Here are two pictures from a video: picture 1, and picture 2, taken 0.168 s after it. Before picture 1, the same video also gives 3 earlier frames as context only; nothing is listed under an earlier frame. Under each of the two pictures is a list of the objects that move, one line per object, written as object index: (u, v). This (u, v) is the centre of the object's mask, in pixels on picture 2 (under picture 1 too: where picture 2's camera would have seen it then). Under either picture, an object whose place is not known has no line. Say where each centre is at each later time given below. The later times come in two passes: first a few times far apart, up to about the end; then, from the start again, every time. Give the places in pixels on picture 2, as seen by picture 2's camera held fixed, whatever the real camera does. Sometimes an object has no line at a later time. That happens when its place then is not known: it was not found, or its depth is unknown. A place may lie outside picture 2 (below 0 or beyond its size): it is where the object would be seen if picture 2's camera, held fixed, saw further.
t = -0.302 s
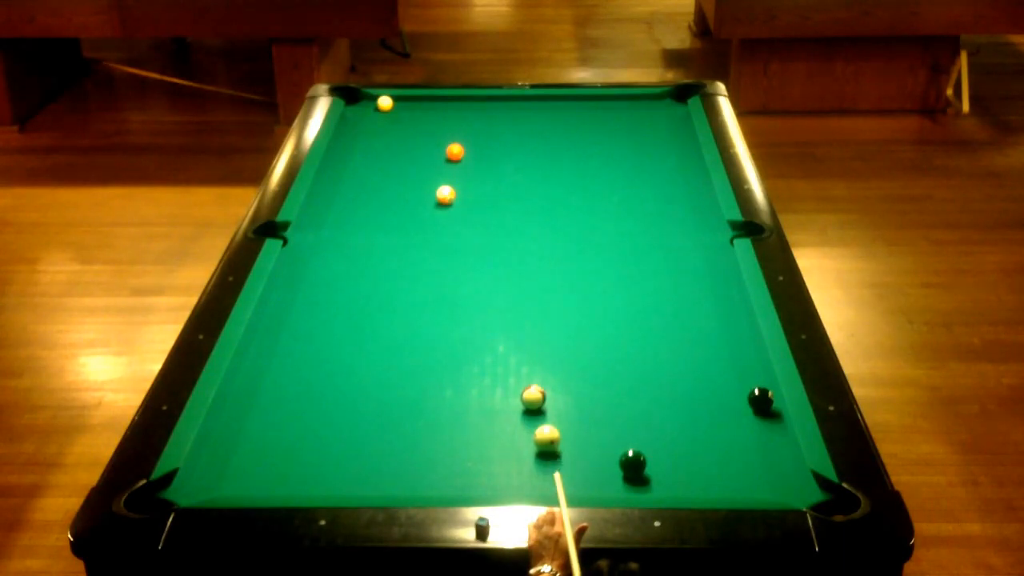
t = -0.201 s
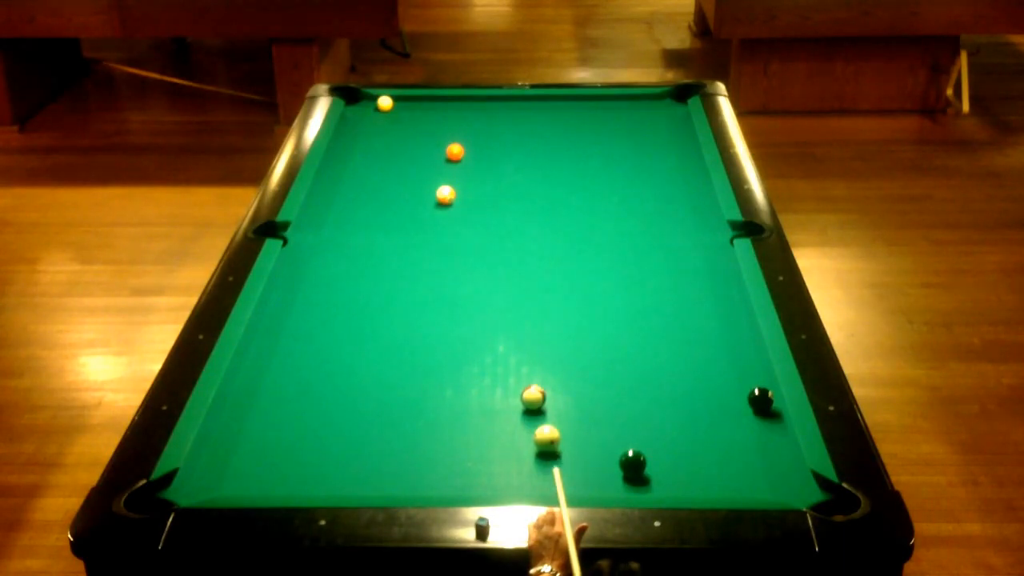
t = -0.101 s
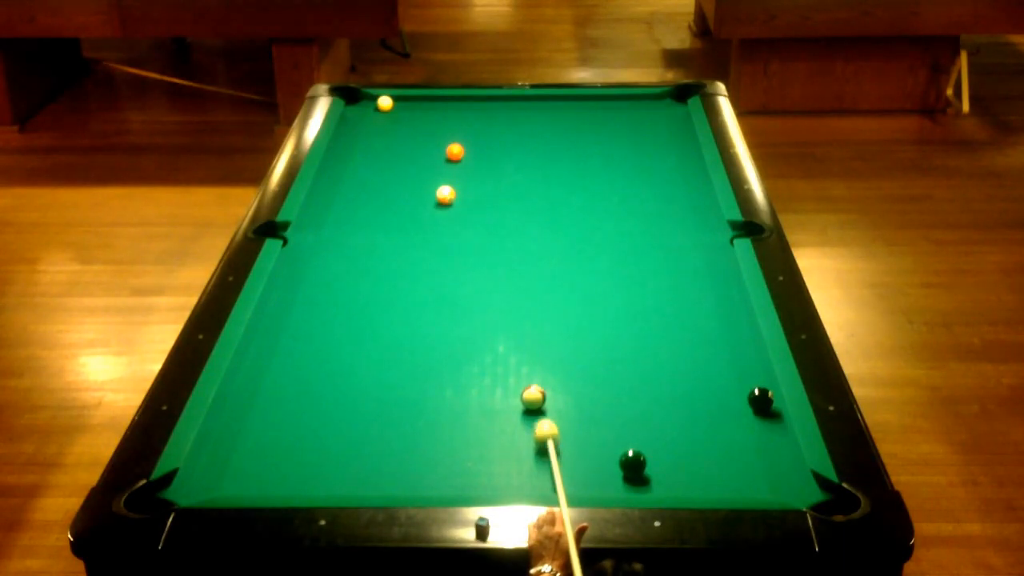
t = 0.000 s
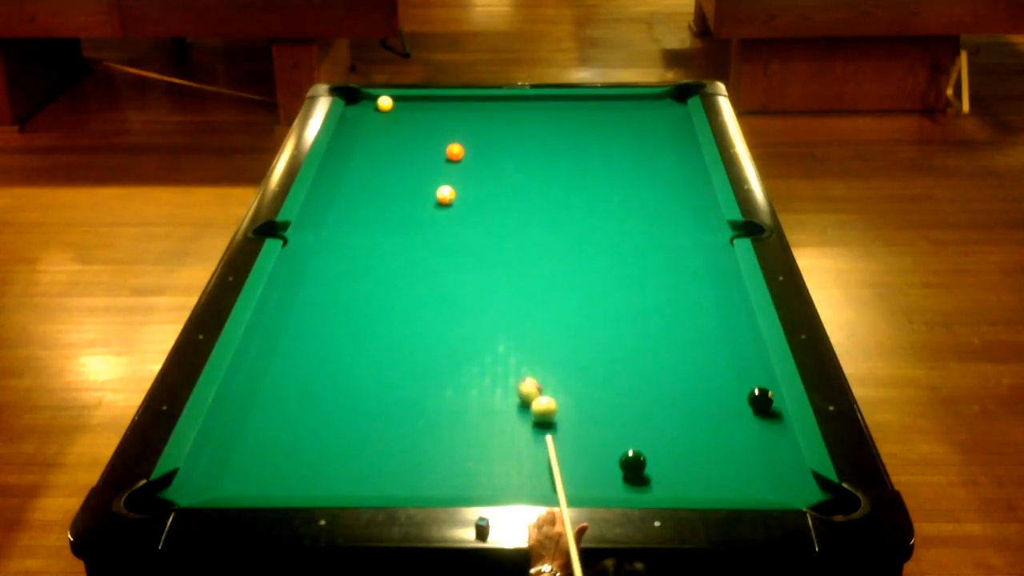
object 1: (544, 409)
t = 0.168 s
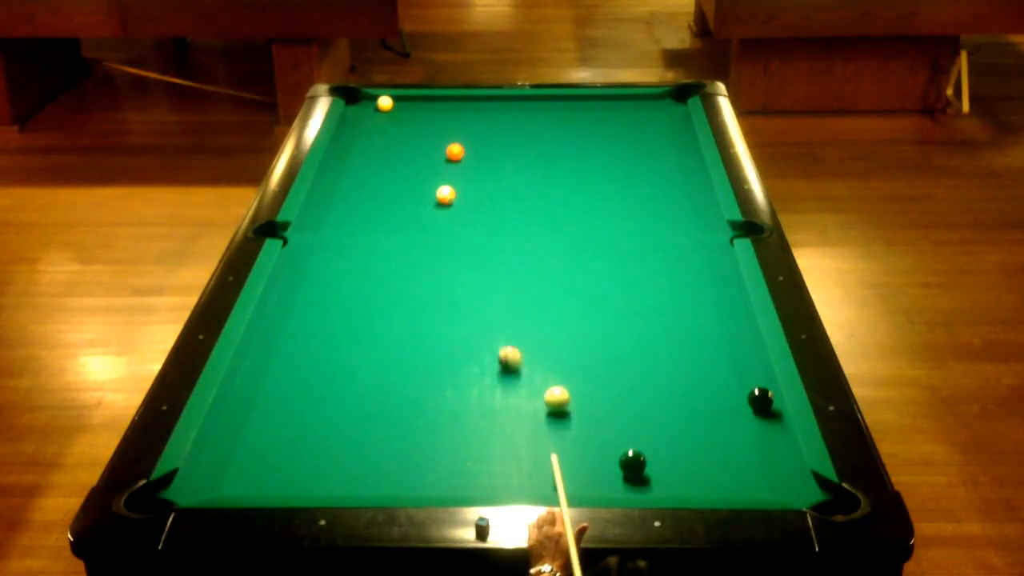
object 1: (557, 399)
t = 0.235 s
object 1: (561, 394)
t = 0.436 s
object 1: (575, 382)
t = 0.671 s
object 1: (589, 370)
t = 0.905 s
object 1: (601, 358)
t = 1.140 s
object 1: (612, 348)
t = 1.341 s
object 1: (621, 340)
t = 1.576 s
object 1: (630, 332)
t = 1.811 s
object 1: (639, 326)
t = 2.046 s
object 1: (646, 319)
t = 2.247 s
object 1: (651, 314)
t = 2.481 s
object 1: (658, 310)
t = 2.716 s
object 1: (663, 307)
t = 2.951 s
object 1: (666, 304)
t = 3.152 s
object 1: (669, 301)
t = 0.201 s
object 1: (559, 396)
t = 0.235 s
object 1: (561, 394)
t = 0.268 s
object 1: (563, 392)
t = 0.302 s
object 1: (566, 391)
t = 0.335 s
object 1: (568, 388)
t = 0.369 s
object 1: (571, 386)
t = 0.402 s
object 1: (573, 384)
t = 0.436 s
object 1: (575, 382)
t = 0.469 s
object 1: (577, 380)
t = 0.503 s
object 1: (579, 379)
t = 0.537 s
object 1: (581, 377)
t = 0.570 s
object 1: (583, 375)
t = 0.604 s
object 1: (585, 373)
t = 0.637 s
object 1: (587, 372)
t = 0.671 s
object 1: (589, 370)
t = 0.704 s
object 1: (590, 367)
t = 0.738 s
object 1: (592, 366)
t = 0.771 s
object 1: (594, 365)
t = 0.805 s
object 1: (596, 363)
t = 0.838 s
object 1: (598, 361)
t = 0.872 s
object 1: (600, 360)
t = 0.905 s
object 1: (601, 358)
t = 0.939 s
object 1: (603, 356)
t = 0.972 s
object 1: (605, 354)
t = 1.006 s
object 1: (606, 354)
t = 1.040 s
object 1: (608, 352)
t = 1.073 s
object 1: (609, 350)
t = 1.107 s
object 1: (611, 349)
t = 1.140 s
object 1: (612, 348)
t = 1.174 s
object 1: (614, 346)
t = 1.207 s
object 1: (615, 345)
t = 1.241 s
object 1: (617, 344)
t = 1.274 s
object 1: (618, 343)
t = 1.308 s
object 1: (620, 341)
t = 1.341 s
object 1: (621, 340)
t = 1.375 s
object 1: (622, 338)
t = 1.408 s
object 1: (623, 338)
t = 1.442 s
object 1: (625, 337)
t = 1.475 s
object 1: (627, 336)
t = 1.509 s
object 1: (628, 334)
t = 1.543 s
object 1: (629, 333)
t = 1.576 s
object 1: (630, 332)
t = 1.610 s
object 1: (631, 331)
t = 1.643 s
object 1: (633, 330)
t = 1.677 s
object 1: (634, 329)
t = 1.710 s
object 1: (635, 328)
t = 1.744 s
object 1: (636, 327)
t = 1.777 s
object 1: (637, 326)
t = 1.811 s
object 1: (639, 326)
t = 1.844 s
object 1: (640, 325)
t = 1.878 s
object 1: (641, 324)
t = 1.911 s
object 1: (642, 322)
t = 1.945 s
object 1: (643, 321)
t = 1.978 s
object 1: (644, 320)
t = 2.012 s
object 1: (645, 319)
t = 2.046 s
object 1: (646, 319)
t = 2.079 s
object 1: (647, 318)
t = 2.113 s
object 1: (648, 317)
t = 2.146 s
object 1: (649, 316)
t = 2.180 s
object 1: (650, 316)
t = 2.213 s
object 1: (651, 315)
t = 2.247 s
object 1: (651, 314)
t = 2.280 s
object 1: (653, 314)
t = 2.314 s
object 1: (653, 313)
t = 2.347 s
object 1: (654, 313)
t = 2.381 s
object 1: (655, 312)
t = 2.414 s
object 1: (656, 311)
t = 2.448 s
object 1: (657, 311)
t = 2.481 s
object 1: (658, 310)
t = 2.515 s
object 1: (658, 310)
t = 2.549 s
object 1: (659, 309)
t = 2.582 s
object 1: (660, 309)
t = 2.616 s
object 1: (661, 308)
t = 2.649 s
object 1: (661, 307)
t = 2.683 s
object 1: (662, 307)
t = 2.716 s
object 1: (663, 307)
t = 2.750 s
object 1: (663, 306)
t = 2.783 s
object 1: (664, 306)
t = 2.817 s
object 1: (664, 305)
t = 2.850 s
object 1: (665, 305)
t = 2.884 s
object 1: (666, 304)
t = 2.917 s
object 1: (666, 304)
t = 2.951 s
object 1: (666, 304)
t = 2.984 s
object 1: (667, 303)
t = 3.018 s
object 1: (667, 303)
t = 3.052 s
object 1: (668, 302)
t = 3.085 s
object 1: (668, 302)
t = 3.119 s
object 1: (668, 301)
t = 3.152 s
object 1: (669, 301)
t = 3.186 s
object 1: (669, 301)
